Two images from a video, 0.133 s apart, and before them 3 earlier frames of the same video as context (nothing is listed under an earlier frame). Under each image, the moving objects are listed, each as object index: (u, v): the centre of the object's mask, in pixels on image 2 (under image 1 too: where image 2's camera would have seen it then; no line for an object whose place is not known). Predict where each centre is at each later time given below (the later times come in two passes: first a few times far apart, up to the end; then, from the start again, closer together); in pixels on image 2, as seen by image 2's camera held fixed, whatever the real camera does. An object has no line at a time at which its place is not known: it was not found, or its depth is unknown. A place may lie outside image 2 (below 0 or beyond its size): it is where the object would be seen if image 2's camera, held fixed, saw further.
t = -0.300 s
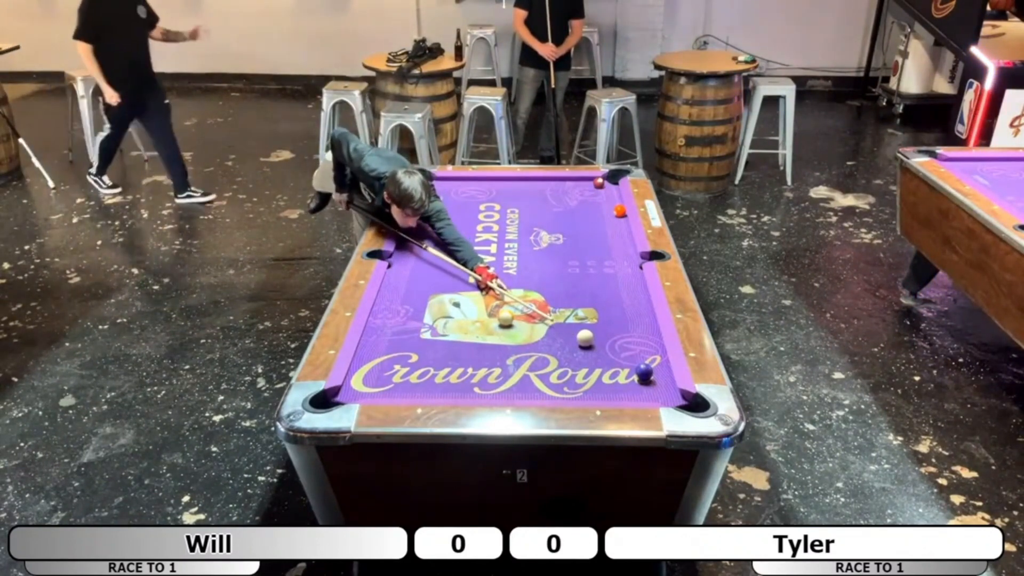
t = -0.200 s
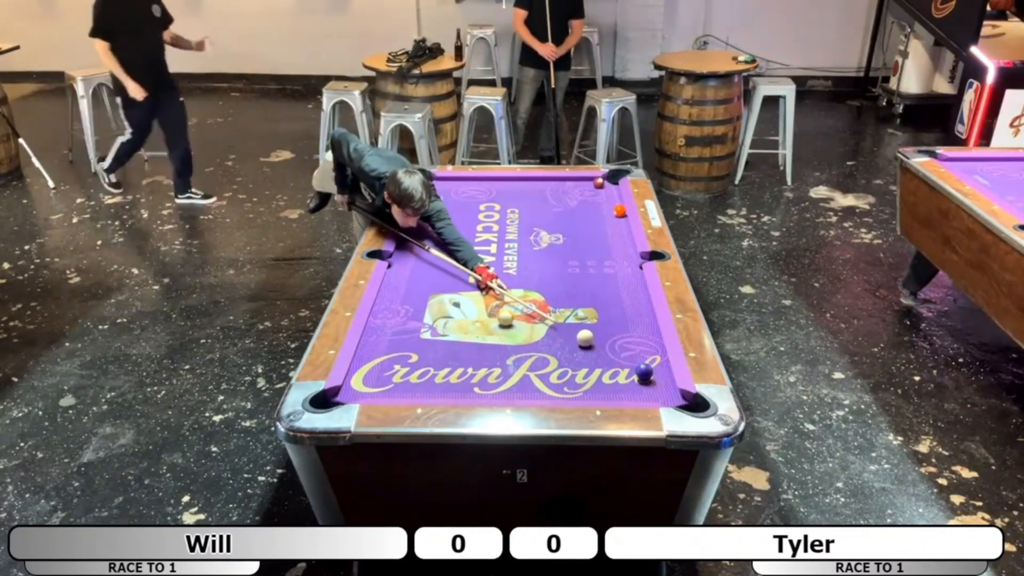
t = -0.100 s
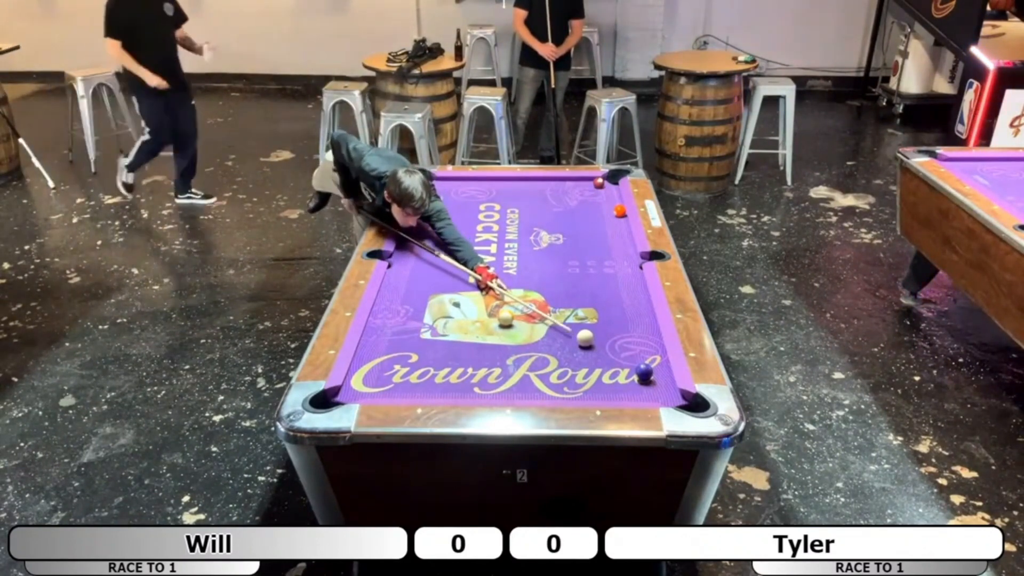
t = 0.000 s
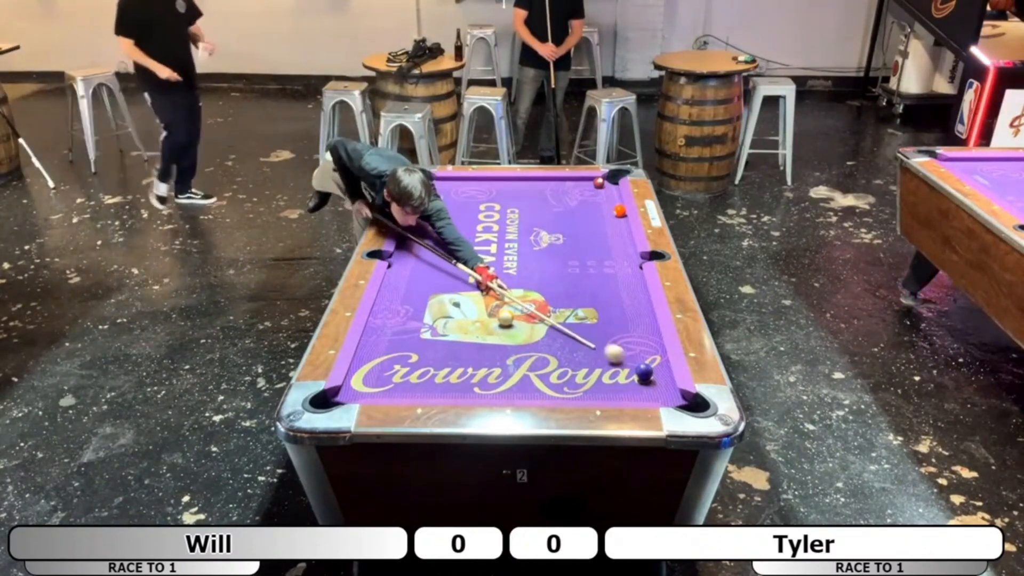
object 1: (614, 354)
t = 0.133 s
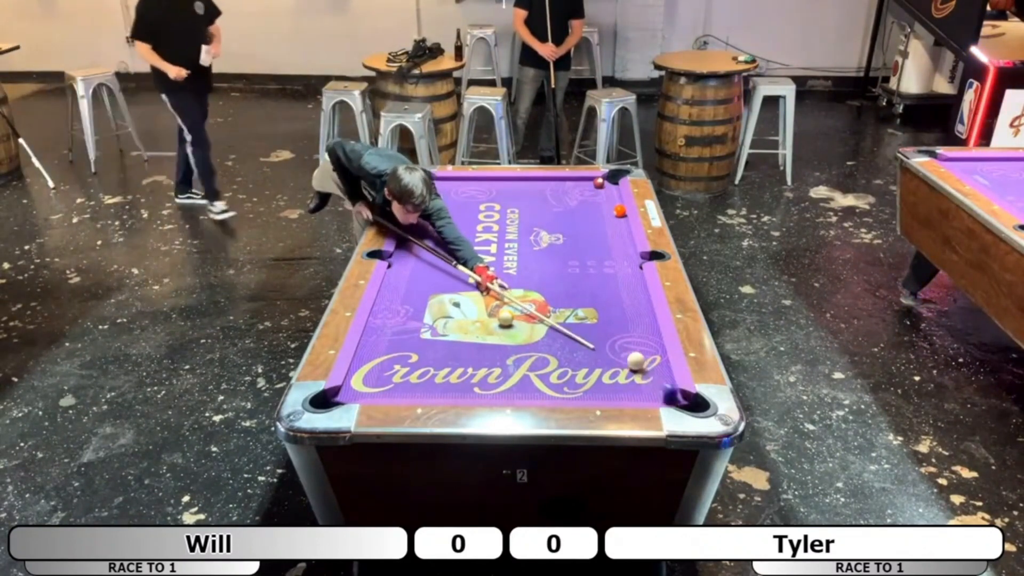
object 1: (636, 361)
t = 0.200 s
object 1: (637, 360)
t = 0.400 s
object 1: (643, 354)
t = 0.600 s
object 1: (648, 349)
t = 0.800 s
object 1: (653, 345)
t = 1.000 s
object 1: (654, 341)
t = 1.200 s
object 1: (651, 338)
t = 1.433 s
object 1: (647, 335)
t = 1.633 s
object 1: (645, 333)
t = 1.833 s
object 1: (644, 331)
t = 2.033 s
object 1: (642, 330)
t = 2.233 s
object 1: (641, 329)
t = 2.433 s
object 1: (641, 328)
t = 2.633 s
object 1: (641, 328)
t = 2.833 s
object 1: (641, 328)
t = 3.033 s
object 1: (641, 328)
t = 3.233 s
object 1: (641, 328)
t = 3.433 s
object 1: (641, 328)
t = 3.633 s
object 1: (641, 328)
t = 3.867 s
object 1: (641, 328)
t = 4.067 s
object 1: (641, 328)
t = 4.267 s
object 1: (641, 328)
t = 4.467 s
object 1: (641, 328)
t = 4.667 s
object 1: (641, 328)
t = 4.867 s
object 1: (641, 328)
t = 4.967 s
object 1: (645, 328)
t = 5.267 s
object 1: (640, 327)
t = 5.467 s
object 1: (641, 328)
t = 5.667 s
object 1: (641, 328)
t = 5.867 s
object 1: (641, 328)
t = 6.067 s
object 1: (641, 328)
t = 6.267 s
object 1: (641, 328)
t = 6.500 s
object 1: (641, 328)
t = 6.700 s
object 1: (641, 328)
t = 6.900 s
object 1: (641, 328)
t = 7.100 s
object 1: (641, 328)
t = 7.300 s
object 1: (641, 328)
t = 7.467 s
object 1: (641, 328)
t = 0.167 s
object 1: (637, 361)
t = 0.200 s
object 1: (637, 360)
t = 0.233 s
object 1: (639, 359)
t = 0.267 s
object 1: (639, 358)
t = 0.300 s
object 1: (640, 357)
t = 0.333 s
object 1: (641, 356)
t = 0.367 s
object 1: (642, 355)
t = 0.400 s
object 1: (643, 354)
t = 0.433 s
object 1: (644, 353)
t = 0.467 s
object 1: (644, 353)
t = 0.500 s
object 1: (645, 351)
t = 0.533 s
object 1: (646, 351)
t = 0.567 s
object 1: (647, 350)
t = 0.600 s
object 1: (648, 349)
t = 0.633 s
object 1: (649, 349)
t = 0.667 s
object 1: (650, 348)
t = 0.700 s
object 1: (650, 347)
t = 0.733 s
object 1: (651, 346)
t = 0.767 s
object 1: (652, 346)
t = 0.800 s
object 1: (653, 345)
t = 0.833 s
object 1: (653, 344)
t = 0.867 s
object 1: (654, 343)
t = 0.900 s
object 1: (655, 343)
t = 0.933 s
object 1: (655, 342)
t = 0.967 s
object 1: (654, 342)
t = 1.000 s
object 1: (654, 341)
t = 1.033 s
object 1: (653, 341)
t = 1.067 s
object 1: (653, 340)
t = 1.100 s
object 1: (652, 339)
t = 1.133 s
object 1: (652, 339)
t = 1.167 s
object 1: (651, 338)
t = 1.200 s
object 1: (651, 338)
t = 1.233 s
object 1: (650, 338)
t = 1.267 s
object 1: (649, 337)
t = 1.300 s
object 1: (649, 337)
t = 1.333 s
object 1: (649, 336)
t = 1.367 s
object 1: (648, 336)
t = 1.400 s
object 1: (648, 335)
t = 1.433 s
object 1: (647, 335)
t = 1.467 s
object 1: (647, 335)
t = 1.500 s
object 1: (647, 334)
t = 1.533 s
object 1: (646, 334)
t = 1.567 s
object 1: (646, 334)
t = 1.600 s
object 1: (646, 333)
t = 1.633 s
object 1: (645, 333)
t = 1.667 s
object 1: (645, 333)
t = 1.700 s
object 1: (645, 333)
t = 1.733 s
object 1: (644, 332)
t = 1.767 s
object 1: (644, 332)
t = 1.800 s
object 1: (644, 331)
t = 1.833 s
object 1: (644, 331)
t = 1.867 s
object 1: (643, 331)
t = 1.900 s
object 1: (643, 330)
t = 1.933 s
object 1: (642, 330)
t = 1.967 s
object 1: (642, 330)
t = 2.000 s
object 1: (642, 330)
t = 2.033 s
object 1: (642, 330)
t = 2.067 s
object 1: (641, 329)
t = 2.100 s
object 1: (641, 329)
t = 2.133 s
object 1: (641, 329)
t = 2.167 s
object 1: (641, 329)
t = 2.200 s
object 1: (641, 329)
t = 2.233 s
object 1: (641, 329)
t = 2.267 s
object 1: (641, 328)
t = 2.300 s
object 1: (641, 328)
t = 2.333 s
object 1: (641, 328)
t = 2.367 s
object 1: (640, 328)
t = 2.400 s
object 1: (641, 328)
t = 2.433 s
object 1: (641, 328)
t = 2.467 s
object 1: (641, 328)
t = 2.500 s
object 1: (641, 328)
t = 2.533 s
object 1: (641, 328)
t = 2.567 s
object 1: (641, 328)
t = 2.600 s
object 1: (641, 328)
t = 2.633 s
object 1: (641, 328)
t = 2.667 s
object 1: (641, 328)
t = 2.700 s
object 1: (641, 328)
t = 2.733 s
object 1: (641, 328)
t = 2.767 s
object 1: (641, 328)
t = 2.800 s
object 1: (641, 328)
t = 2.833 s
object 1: (641, 328)
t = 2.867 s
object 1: (641, 328)
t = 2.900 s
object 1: (641, 328)
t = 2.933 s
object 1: (641, 328)
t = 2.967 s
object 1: (641, 328)
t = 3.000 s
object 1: (641, 328)
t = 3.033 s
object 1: (641, 328)
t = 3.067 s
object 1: (641, 328)
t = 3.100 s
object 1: (641, 328)
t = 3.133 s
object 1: (641, 328)
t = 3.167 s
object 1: (641, 328)
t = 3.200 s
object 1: (641, 328)
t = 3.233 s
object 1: (641, 328)
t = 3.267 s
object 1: (641, 328)
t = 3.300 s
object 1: (641, 328)
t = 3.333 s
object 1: (641, 328)
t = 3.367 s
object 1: (641, 328)
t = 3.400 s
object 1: (641, 328)
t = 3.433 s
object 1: (641, 328)
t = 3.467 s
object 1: (641, 328)
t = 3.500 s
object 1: (641, 328)
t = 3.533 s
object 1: (641, 328)
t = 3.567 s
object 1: (641, 328)
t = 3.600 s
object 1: (641, 328)
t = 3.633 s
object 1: (641, 328)
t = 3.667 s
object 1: (641, 328)
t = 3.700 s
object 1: (641, 328)
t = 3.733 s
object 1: (641, 328)
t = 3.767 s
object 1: (641, 328)
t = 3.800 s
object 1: (641, 328)
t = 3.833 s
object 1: (641, 328)
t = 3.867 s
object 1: (641, 328)
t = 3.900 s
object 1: (641, 328)
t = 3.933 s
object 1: (641, 328)
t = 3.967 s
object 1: (641, 328)
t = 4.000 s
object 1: (641, 328)
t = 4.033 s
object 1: (641, 328)
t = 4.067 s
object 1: (641, 328)
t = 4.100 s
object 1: (641, 328)
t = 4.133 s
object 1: (641, 328)
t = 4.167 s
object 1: (641, 328)
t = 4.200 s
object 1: (641, 328)
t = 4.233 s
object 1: (641, 328)
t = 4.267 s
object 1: (641, 328)
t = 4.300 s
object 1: (641, 328)
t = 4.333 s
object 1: (641, 328)
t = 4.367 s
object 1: (641, 328)
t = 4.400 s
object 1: (641, 328)
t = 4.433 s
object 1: (641, 328)
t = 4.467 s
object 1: (641, 328)
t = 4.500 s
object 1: (641, 328)
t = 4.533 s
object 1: (641, 328)
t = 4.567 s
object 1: (641, 328)
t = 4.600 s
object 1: (641, 328)
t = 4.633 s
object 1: (641, 328)
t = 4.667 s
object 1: (641, 328)
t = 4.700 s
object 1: (641, 328)
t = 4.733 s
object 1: (641, 328)
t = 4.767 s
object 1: (641, 328)
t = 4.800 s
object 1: (641, 328)
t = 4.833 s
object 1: (641, 328)
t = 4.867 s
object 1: (641, 328)
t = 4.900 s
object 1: (640, 327)
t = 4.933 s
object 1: (640, 328)
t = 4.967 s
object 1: (645, 328)
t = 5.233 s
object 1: (638, 324)
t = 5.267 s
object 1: (640, 327)
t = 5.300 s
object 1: (641, 328)
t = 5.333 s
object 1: (641, 328)
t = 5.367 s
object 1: (641, 328)
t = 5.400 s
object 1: (641, 328)
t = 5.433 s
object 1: (641, 328)
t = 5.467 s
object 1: (641, 328)
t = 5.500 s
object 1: (641, 328)
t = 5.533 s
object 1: (641, 328)
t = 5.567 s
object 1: (641, 328)
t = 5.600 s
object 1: (641, 328)
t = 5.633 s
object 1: (641, 328)
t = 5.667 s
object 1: (641, 328)
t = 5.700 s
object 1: (641, 328)
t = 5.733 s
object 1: (641, 328)
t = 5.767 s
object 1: (641, 328)
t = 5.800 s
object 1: (641, 328)
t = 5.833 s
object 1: (641, 328)
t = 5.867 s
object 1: (641, 328)
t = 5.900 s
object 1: (641, 328)
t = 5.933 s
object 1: (641, 328)
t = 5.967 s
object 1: (641, 328)
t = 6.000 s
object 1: (641, 328)
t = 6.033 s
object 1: (641, 328)
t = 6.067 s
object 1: (641, 328)
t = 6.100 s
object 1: (641, 328)
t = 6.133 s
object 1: (641, 328)
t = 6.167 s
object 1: (641, 328)
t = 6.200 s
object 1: (641, 328)
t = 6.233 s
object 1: (641, 328)
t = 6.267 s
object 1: (641, 328)
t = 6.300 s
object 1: (641, 328)
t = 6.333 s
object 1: (641, 328)
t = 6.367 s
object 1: (641, 328)
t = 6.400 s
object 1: (641, 328)
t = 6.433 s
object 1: (641, 328)
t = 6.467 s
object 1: (641, 328)
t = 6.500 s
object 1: (641, 328)
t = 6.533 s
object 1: (641, 328)
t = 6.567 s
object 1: (641, 328)
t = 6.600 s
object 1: (641, 328)
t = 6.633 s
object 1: (641, 328)
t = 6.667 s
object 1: (641, 328)
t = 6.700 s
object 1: (641, 328)
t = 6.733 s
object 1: (641, 328)
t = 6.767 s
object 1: (641, 328)
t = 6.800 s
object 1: (641, 328)
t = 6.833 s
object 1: (641, 328)
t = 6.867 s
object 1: (641, 328)
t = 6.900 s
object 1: (641, 328)
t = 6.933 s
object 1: (641, 328)
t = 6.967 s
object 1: (641, 328)
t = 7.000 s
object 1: (641, 328)
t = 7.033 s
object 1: (641, 328)
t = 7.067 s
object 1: (641, 328)
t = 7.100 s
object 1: (641, 328)
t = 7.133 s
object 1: (641, 328)
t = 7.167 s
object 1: (641, 328)
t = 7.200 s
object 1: (641, 328)
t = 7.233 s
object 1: (641, 328)
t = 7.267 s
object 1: (641, 328)
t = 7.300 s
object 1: (641, 328)
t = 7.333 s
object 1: (641, 328)
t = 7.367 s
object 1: (641, 328)
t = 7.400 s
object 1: (641, 328)
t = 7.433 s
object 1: (641, 328)
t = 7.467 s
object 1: (641, 328)
